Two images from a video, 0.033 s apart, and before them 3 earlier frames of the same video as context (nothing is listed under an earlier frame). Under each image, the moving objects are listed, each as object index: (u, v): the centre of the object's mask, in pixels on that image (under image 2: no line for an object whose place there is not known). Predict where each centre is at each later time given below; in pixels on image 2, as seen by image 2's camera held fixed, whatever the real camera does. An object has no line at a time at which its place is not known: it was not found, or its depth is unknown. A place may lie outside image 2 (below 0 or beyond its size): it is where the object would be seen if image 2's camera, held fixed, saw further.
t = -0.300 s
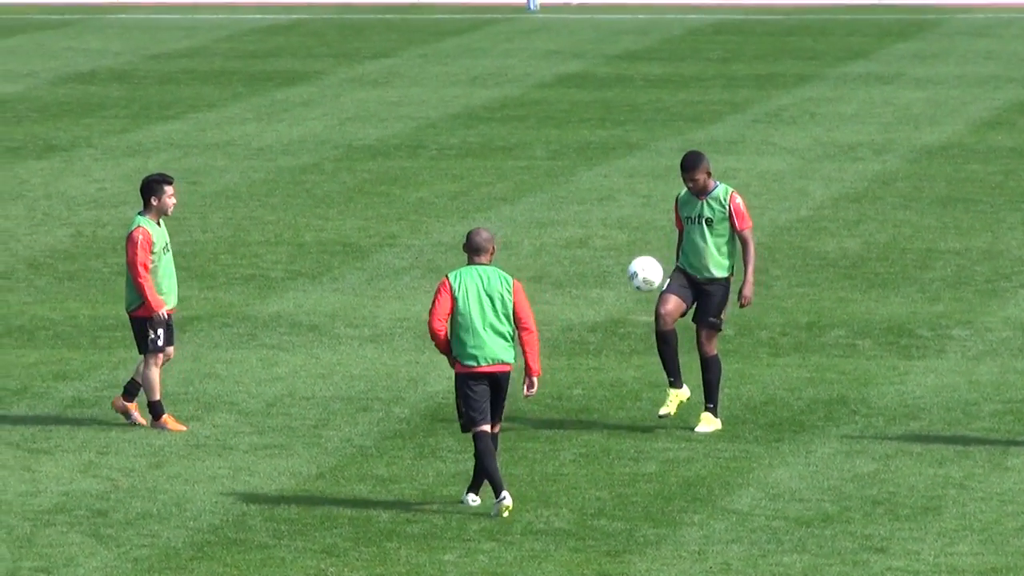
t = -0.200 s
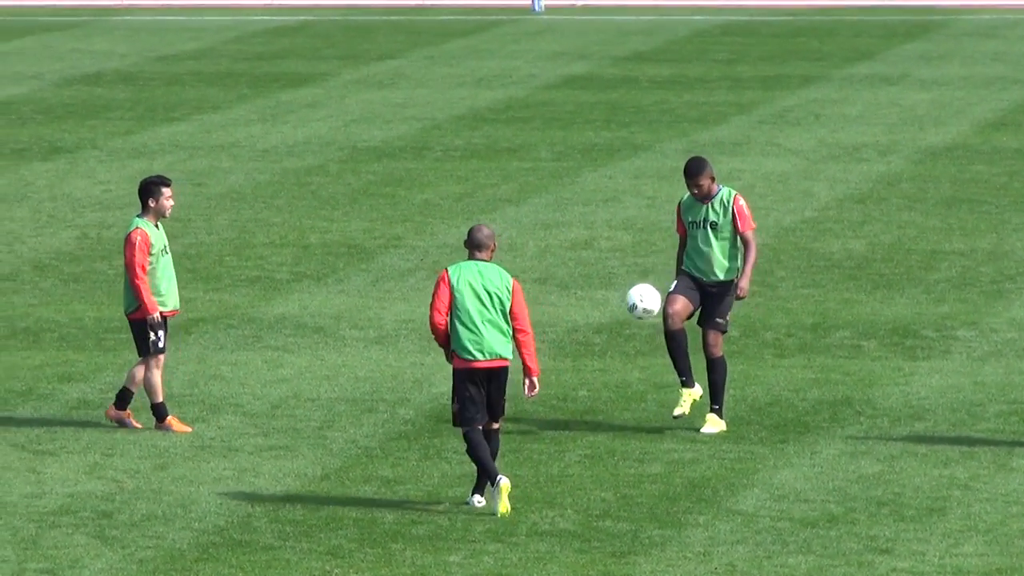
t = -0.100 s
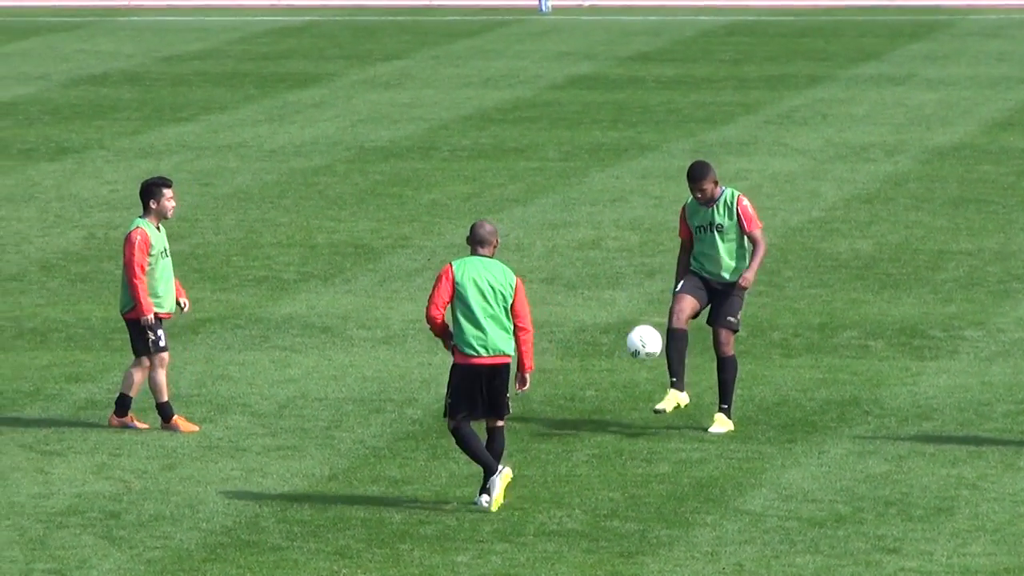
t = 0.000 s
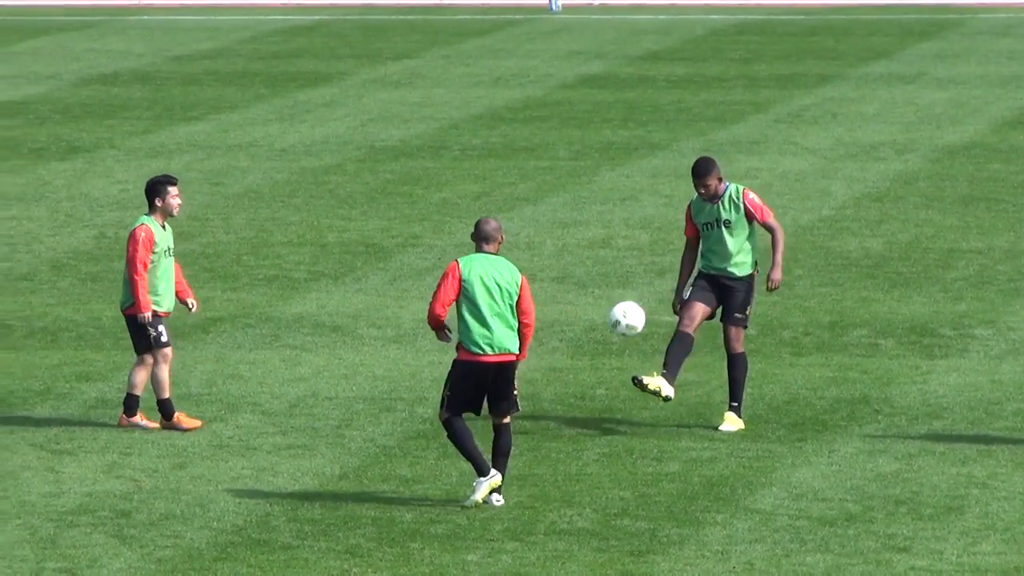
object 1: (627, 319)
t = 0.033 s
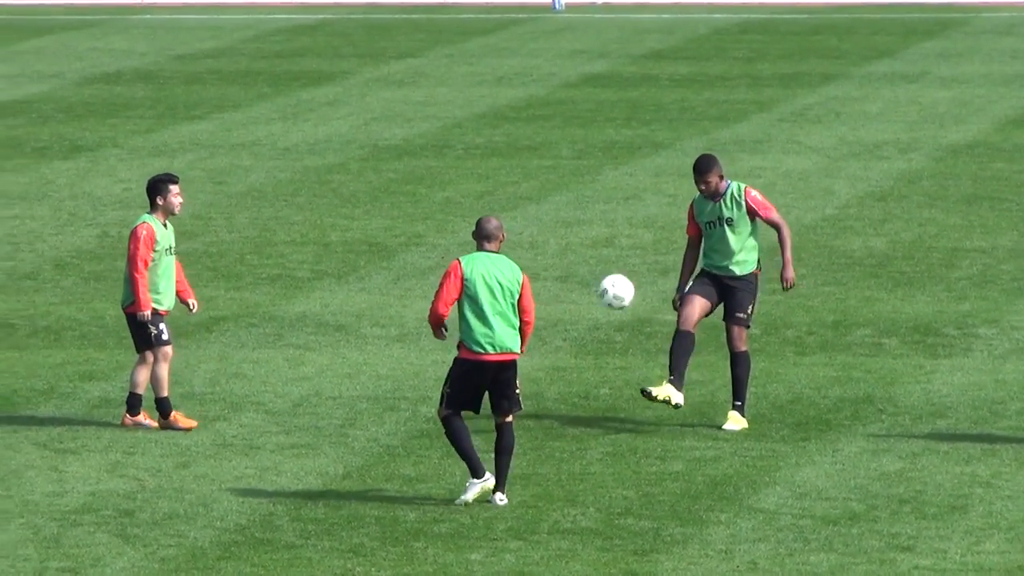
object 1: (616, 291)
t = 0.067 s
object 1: (602, 267)
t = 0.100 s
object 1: (588, 244)
